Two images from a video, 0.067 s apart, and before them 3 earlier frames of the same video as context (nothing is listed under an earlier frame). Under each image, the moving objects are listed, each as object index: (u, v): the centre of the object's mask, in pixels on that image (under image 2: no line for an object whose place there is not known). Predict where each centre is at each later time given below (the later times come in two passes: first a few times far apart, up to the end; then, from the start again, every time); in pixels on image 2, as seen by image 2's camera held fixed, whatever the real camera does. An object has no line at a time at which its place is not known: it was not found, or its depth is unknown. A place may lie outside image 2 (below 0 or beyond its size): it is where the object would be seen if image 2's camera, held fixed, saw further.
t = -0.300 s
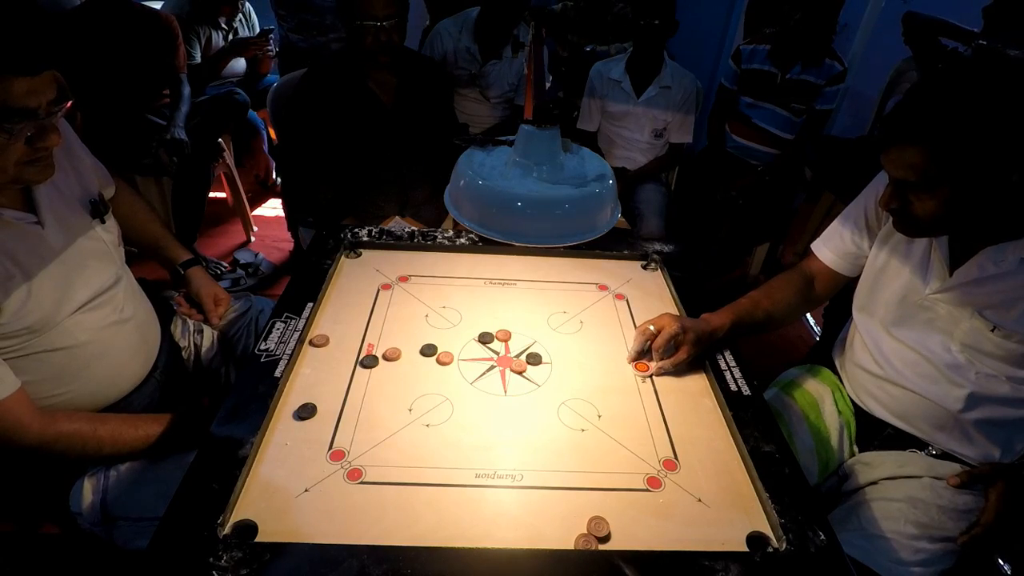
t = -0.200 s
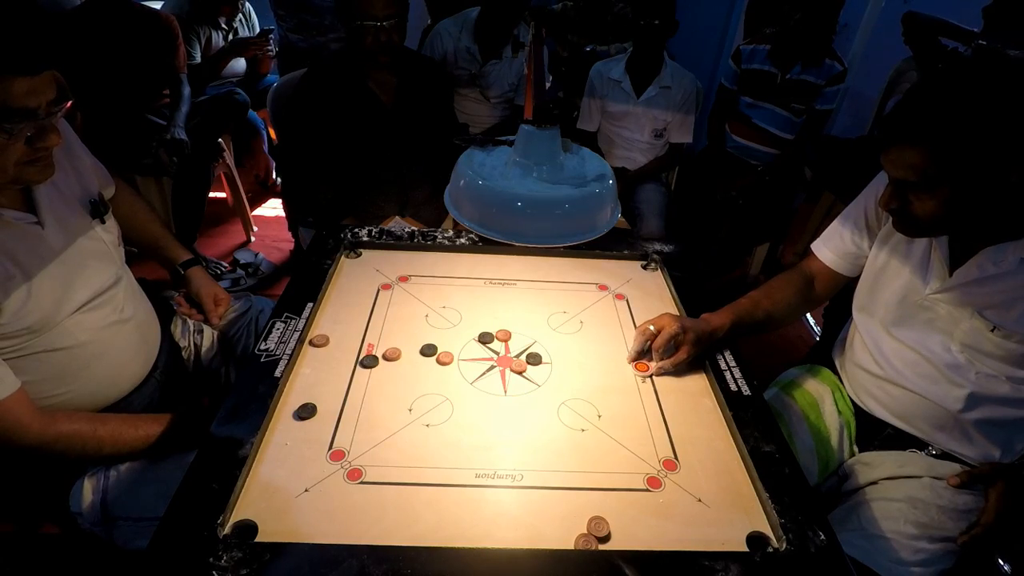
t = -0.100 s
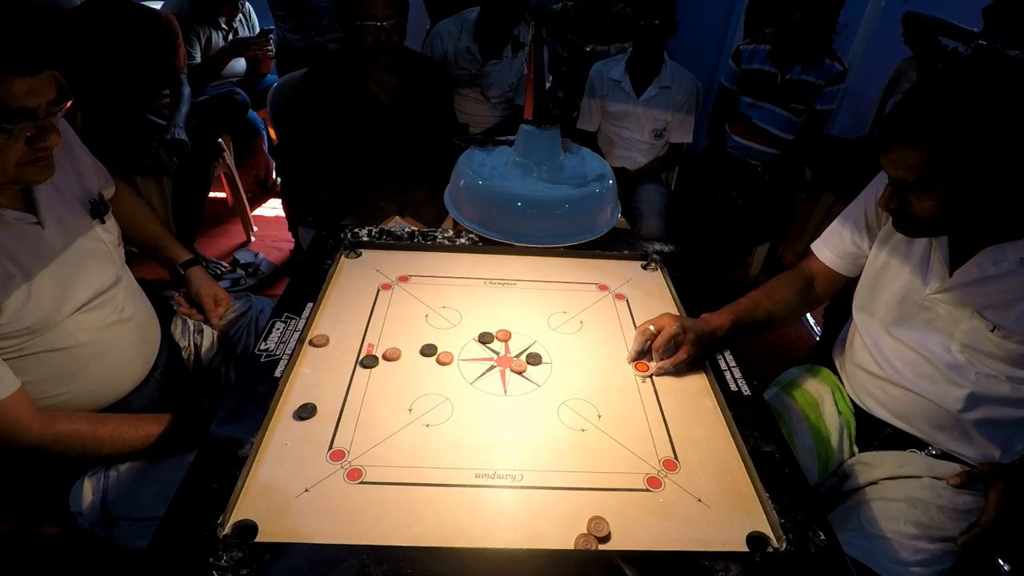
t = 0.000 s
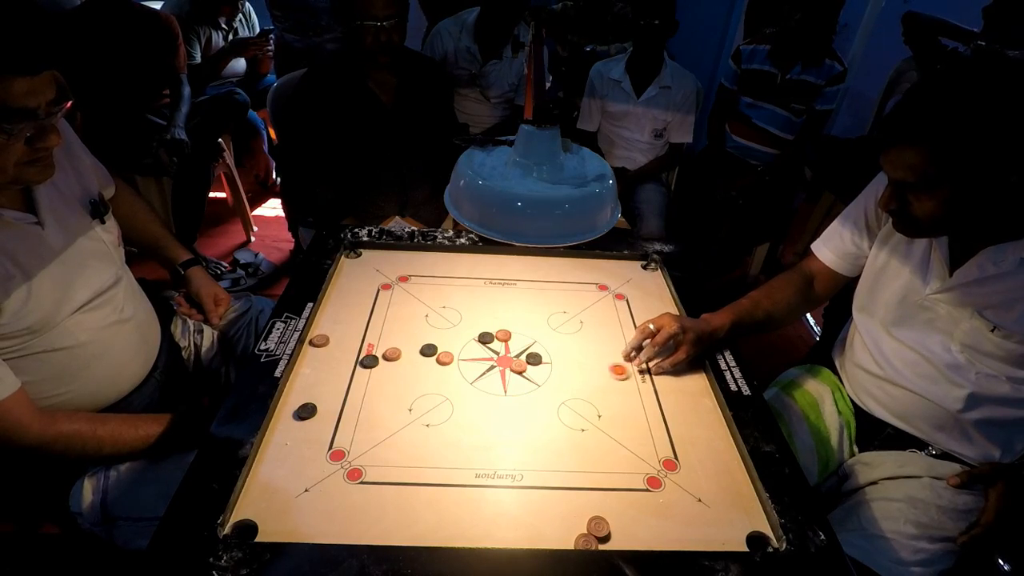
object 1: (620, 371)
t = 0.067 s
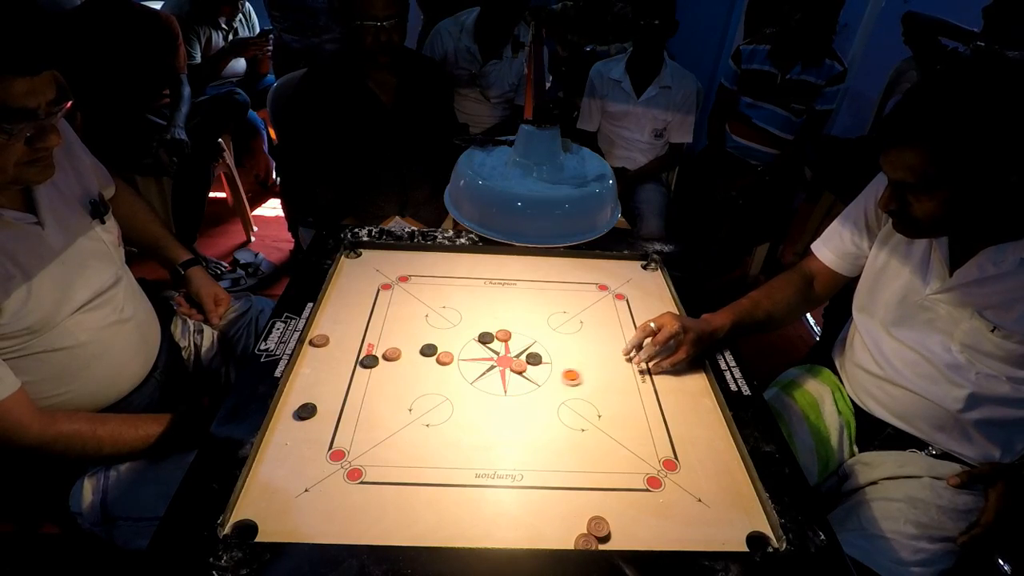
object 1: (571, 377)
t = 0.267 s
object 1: (432, 394)
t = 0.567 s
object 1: (307, 399)
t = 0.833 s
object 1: (303, 393)
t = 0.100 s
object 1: (548, 380)
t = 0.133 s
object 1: (525, 383)
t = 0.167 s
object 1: (500, 386)
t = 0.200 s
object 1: (477, 388)
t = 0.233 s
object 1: (454, 391)
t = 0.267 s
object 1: (432, 394)
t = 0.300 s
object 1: (409, 396)
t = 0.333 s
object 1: (387, 399)
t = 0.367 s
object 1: (366, 401)
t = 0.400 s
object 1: (345, 403)
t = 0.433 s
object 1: (327, 405)
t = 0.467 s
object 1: (316, 406)
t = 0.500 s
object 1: (311, 404)
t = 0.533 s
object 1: (309, 401)
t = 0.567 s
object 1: (307, 399)
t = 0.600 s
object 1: (306, 397)
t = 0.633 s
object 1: (305, 396)
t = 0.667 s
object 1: (304, 395)
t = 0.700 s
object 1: (304, 394)
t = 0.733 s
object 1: (303, 393)
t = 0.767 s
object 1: (303, 393)
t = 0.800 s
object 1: (303, 393)
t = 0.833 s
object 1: (303, 393)
